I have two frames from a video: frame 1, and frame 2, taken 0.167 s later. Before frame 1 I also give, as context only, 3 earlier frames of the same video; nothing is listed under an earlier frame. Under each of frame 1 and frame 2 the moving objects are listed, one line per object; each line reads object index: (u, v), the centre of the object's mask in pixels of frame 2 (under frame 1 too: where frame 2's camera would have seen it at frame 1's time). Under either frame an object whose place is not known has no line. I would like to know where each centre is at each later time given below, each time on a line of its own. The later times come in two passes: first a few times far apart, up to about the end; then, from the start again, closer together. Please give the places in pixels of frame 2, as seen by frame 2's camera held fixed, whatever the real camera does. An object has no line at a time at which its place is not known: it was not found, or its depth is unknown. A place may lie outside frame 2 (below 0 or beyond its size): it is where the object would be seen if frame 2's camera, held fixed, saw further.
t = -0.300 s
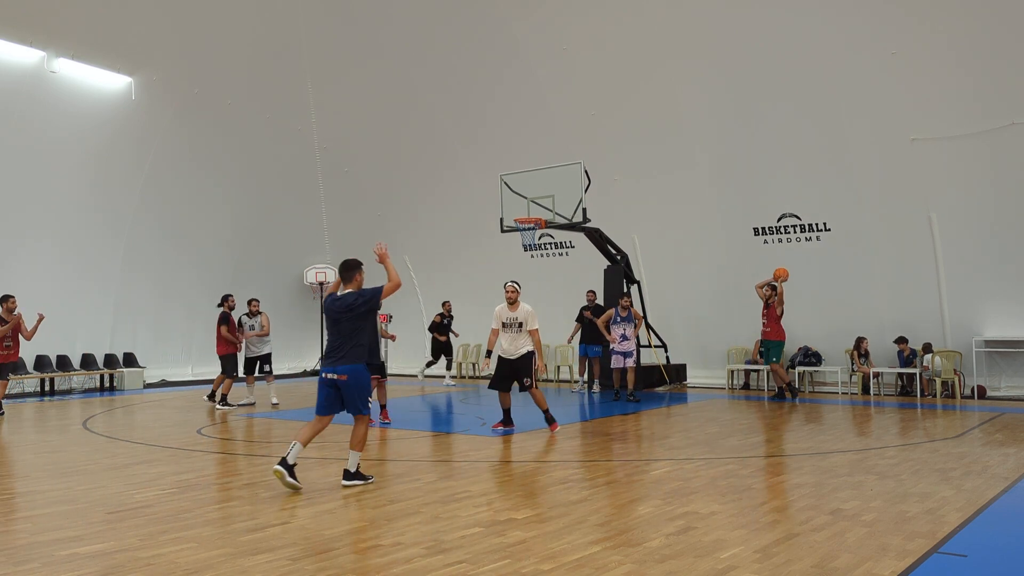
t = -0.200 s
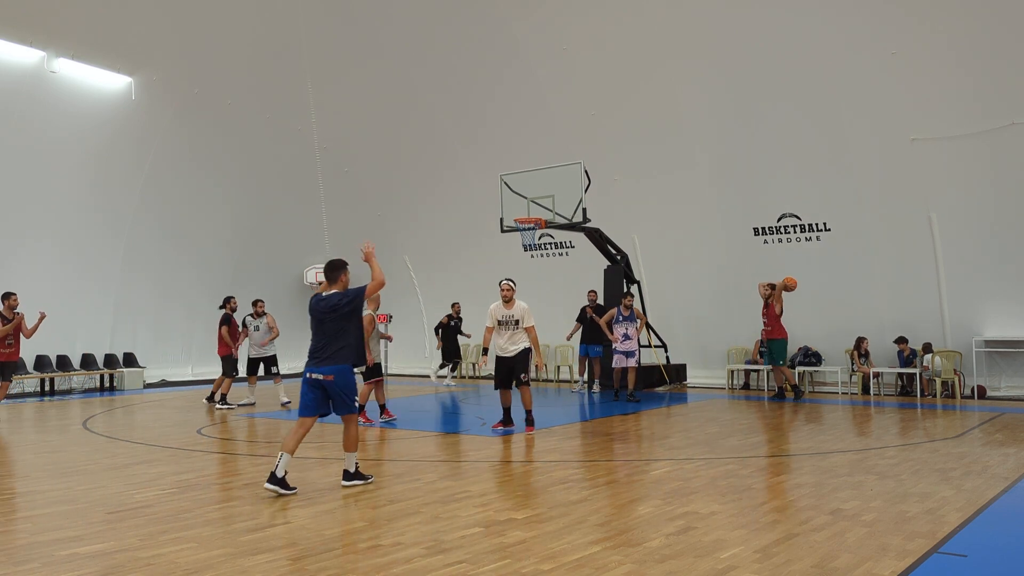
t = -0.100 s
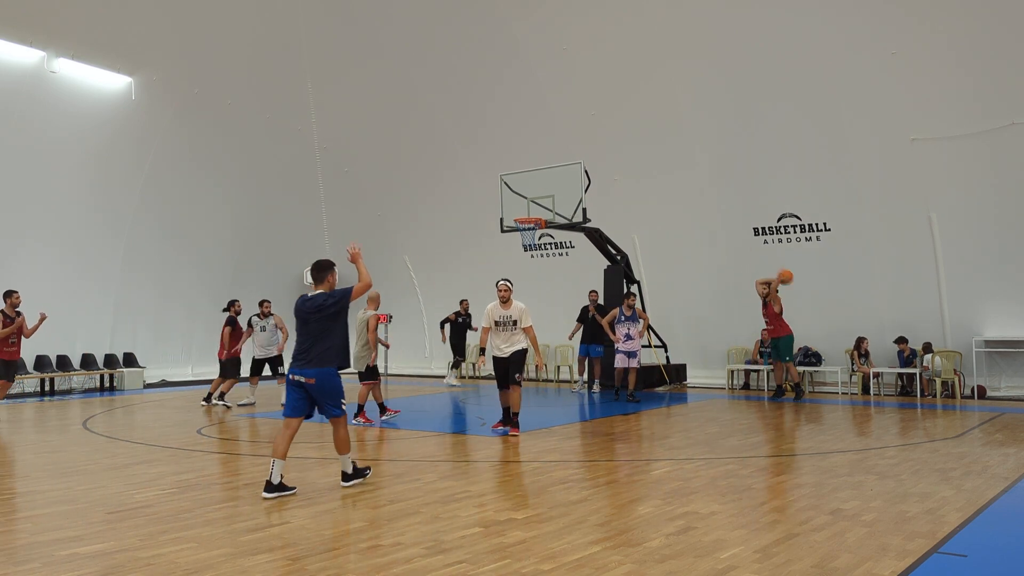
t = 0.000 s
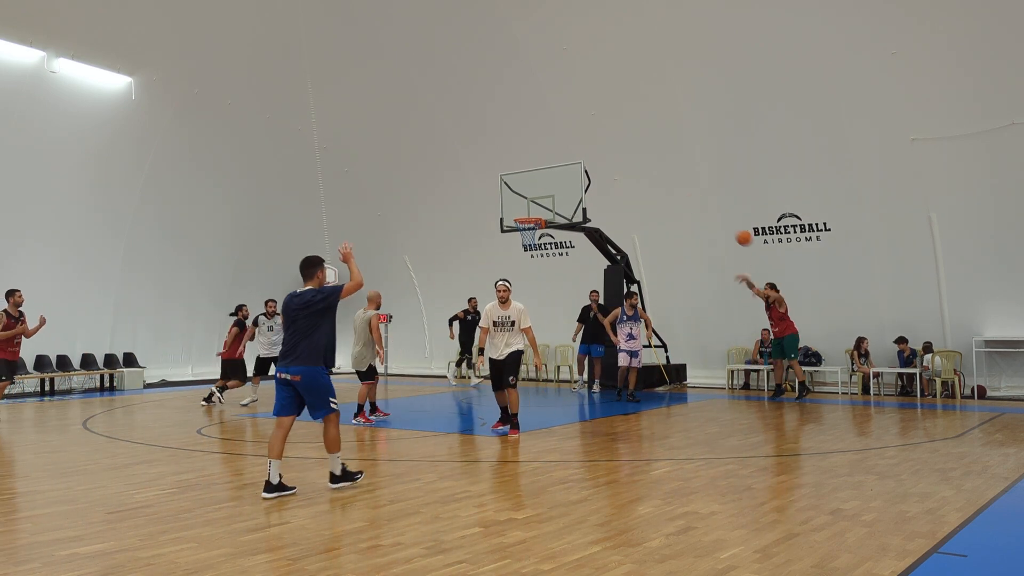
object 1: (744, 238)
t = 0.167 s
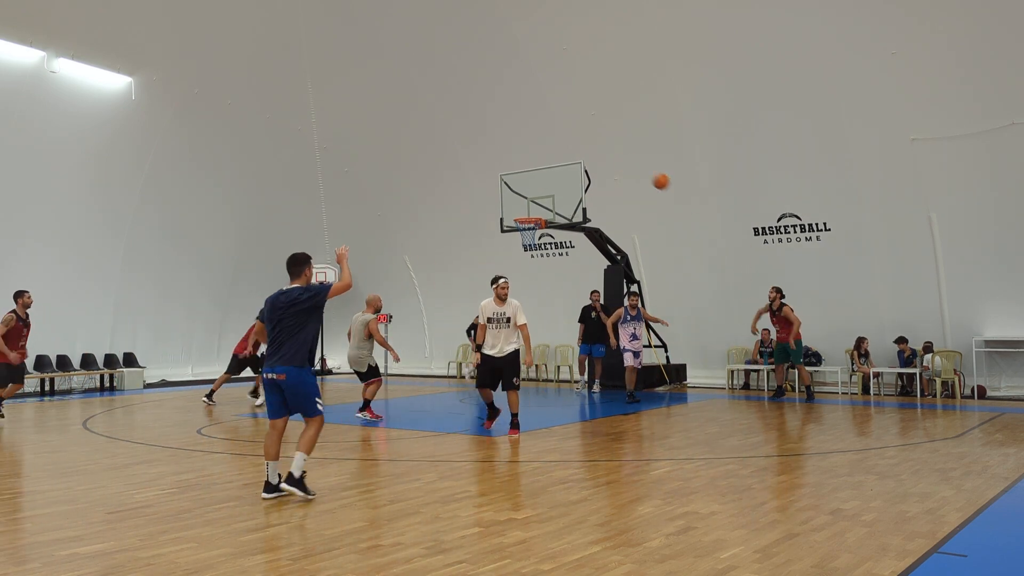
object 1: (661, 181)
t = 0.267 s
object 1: (610, 154)
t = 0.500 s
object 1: (482, 110)
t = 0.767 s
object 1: (320, 101)
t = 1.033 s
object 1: (137, 150)
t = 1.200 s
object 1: (9, 215)
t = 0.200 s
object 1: (644, 171)
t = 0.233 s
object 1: (627, 162)
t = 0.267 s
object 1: (610, 154)
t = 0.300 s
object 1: (592, 146)
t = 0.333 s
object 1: (574, 138)
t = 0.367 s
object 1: (556, 131)
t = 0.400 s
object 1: (539, 125)
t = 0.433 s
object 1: (520, 120)
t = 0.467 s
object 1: (501, 115)
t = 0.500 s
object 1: (482, 110)
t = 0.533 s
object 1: (463, 107)
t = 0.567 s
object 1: (443, 103)
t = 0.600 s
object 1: (424, 101)
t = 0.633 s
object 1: (404, 99)
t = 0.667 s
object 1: (383, 99)
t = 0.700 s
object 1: (362, 99)
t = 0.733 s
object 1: (341, 100)
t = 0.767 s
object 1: (320, 101)
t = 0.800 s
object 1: (298, 104)
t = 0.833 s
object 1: (276, 108)
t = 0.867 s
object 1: (254, 113)
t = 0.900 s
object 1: (231, 118)
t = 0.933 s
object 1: (208, 124)
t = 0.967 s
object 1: (185, 132)
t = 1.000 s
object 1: (161, 141)
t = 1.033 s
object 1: (137, 150)
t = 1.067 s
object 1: (112, 161)
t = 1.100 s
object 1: (86, 173)
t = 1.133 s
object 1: (60, 186)
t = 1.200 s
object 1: (9, 215)
